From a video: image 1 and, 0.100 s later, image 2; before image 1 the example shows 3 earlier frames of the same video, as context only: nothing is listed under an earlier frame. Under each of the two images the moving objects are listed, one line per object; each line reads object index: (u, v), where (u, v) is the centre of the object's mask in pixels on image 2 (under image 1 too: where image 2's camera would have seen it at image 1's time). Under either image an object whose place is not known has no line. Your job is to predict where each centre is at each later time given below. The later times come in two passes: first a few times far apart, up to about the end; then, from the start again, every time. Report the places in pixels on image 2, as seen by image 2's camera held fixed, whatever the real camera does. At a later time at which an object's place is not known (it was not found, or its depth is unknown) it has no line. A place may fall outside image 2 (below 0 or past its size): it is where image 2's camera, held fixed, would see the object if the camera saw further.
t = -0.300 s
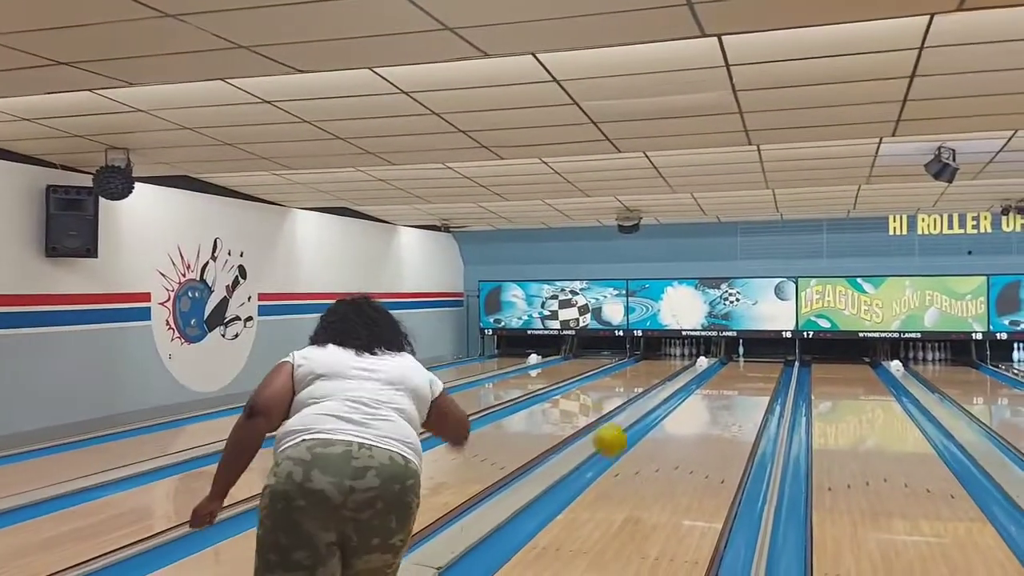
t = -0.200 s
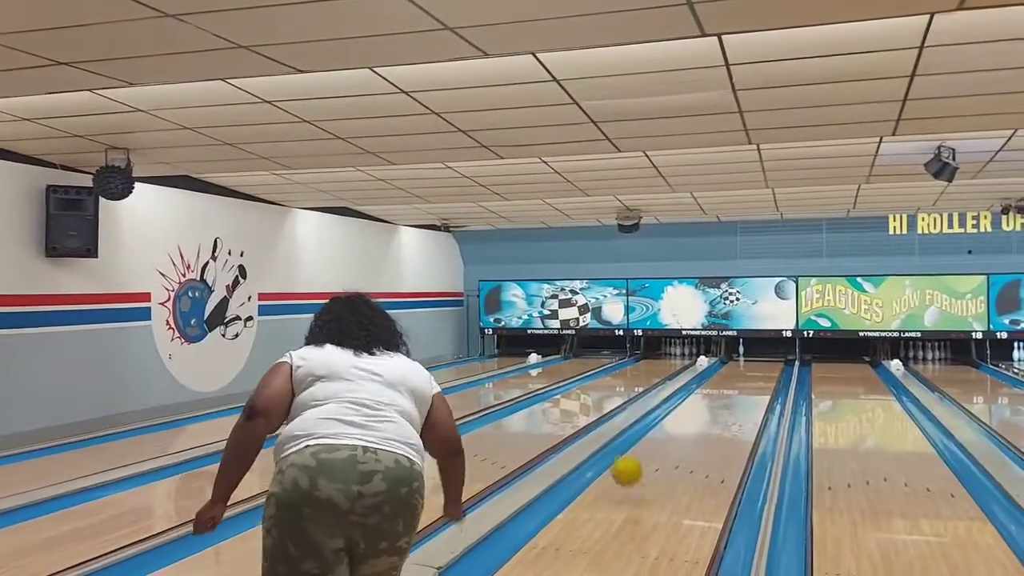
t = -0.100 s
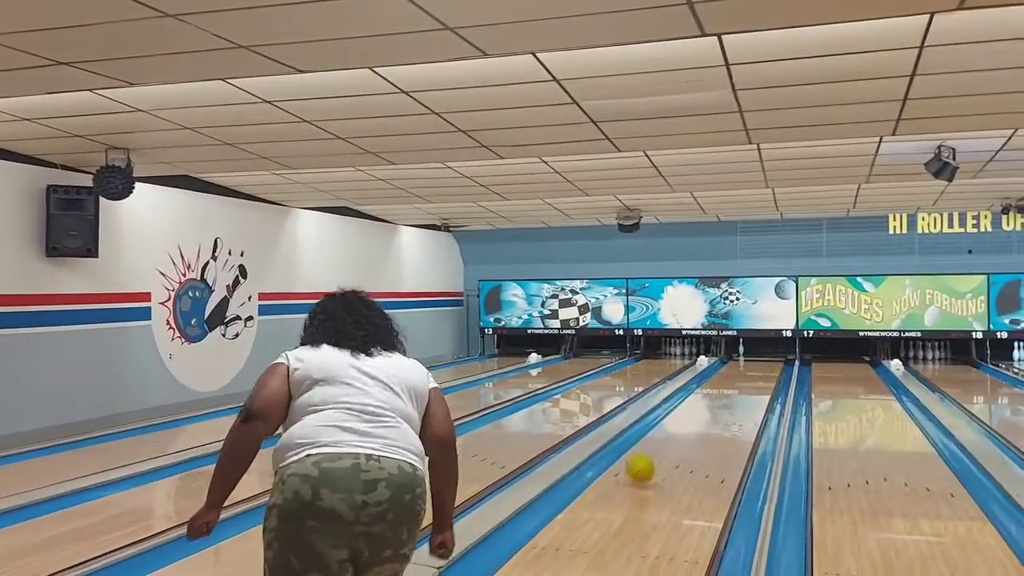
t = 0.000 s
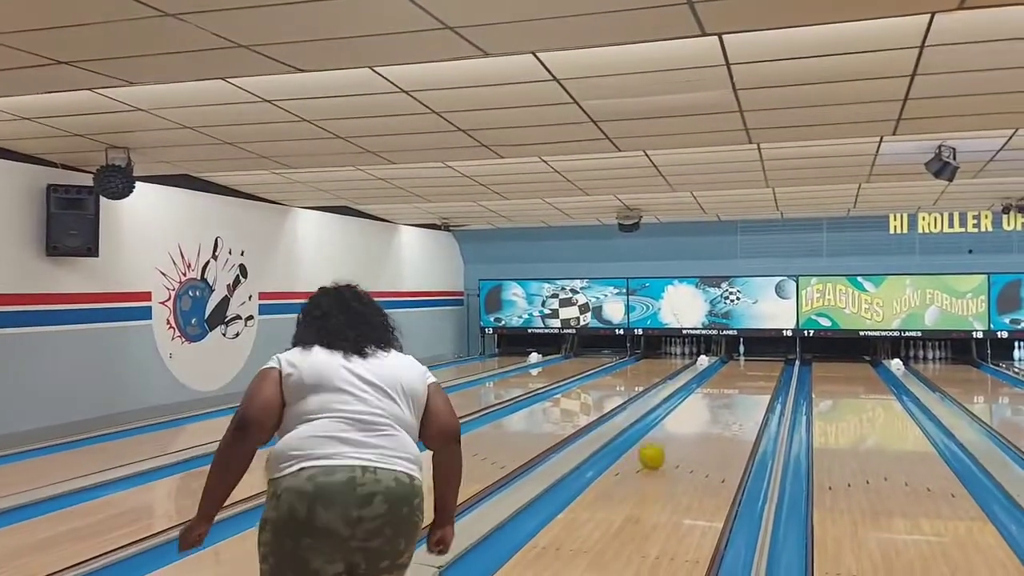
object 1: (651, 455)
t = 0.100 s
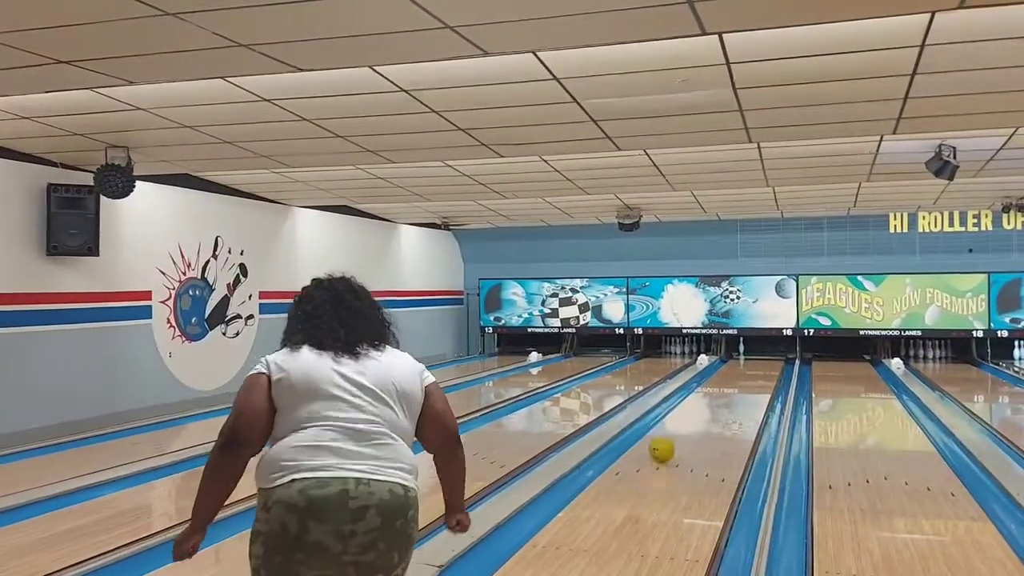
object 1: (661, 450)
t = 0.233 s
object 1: (672, 437)
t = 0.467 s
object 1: (687, 419)
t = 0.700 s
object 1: (700, 406)
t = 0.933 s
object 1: (710, 395)
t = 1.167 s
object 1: (717, 385)
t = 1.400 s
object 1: (724, 378)
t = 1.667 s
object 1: (730, 371)
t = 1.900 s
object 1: (734, 366)
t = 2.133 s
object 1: (738, 361)
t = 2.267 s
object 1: (740, 360)
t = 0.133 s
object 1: (664, 447)
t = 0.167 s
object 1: (667, 443)
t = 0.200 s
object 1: (670, 440)
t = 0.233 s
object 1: (672, 437)
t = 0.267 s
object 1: (675, 435)
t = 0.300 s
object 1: (677, 431)
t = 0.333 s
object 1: (679, 429)
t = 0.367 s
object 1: (681, 426)
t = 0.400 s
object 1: (683, 424)
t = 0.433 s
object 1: (685, 421)
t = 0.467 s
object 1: (687, 419)
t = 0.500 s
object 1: (689, 417)
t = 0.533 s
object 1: (691, 415)
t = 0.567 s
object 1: (693, 413)
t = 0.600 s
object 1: (695, 411)
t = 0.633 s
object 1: (696, 409)
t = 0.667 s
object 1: (698, 407)
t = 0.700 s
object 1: (700, 406)
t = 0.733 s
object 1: (701, 404)
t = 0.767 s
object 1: (702, 402)
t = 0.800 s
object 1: (704, 401)
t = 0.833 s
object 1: (705, 400)
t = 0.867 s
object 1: (706, 399)
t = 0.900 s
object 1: (708, 396)
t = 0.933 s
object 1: (710, 395)
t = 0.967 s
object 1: (711, 393)
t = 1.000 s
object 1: (712, 392)
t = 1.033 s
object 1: (713, 391)
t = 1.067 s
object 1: (716, 388)
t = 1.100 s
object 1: (715, 388)
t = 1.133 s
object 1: (716, 386)
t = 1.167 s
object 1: (717, 385)
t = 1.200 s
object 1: (718, 384)
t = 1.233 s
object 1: (720, 383)
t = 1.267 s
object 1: (720, 383)
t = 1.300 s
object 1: (721, 381)
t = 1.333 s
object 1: (722, 380)
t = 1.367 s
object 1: (723, 379)
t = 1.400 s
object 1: (724, 378)
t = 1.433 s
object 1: (725, 377)
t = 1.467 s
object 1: (725, 376)
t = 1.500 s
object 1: (725, 376)
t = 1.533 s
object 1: (727, 375)
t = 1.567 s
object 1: (727, 374)
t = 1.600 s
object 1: (728, 373)
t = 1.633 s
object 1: (729, 372)
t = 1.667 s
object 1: (730, 371)
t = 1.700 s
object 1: (730, 370)
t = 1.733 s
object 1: (731, 370)
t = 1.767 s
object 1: (732, 369)
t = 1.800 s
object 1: (732, 368)
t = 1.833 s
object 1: (733, 368)
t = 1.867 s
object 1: (734, 367)
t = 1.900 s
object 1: (734, 366)
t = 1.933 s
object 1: (734, 366)
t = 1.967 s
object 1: (735, 365)
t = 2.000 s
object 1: (735, 365)
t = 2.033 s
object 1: (736, 363)
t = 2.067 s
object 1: (737, 362)
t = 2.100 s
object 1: (737, 362)
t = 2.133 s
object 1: (738, 361)
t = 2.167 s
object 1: (738, 361)
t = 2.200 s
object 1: (738, 361)
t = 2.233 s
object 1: (739, 360)
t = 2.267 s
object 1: (740, 360)
